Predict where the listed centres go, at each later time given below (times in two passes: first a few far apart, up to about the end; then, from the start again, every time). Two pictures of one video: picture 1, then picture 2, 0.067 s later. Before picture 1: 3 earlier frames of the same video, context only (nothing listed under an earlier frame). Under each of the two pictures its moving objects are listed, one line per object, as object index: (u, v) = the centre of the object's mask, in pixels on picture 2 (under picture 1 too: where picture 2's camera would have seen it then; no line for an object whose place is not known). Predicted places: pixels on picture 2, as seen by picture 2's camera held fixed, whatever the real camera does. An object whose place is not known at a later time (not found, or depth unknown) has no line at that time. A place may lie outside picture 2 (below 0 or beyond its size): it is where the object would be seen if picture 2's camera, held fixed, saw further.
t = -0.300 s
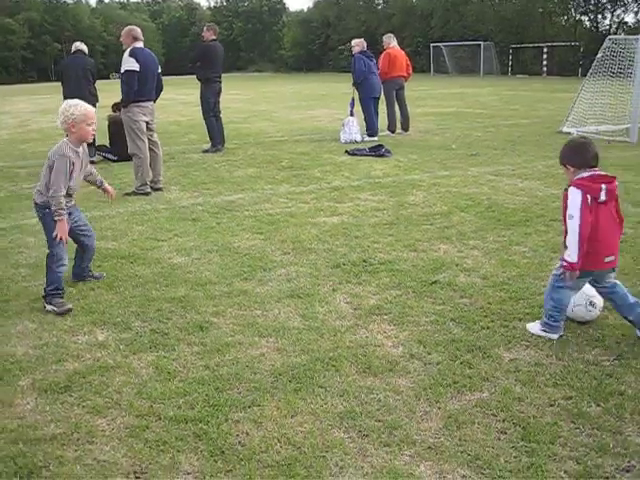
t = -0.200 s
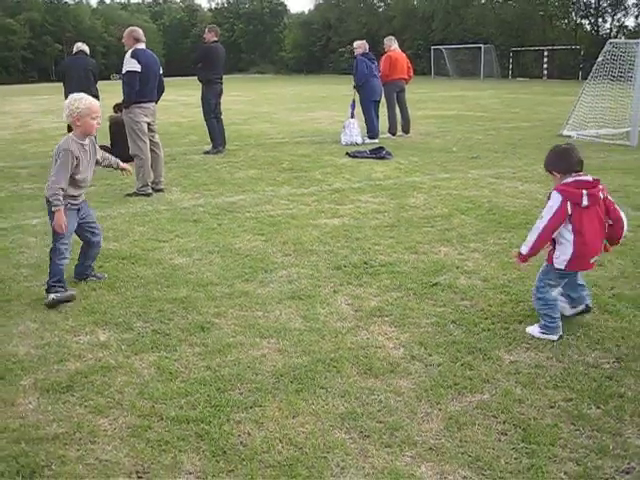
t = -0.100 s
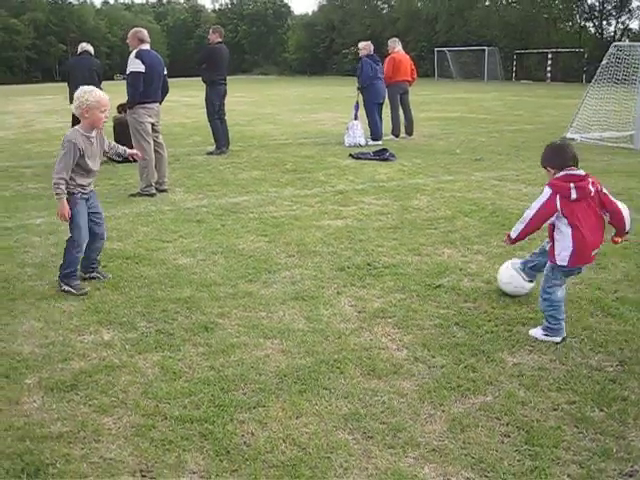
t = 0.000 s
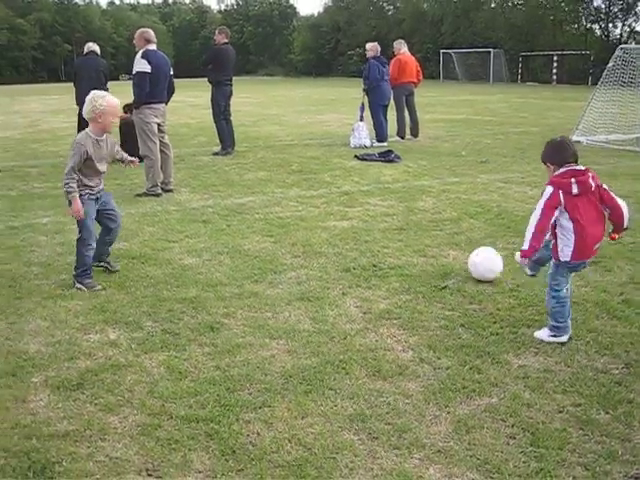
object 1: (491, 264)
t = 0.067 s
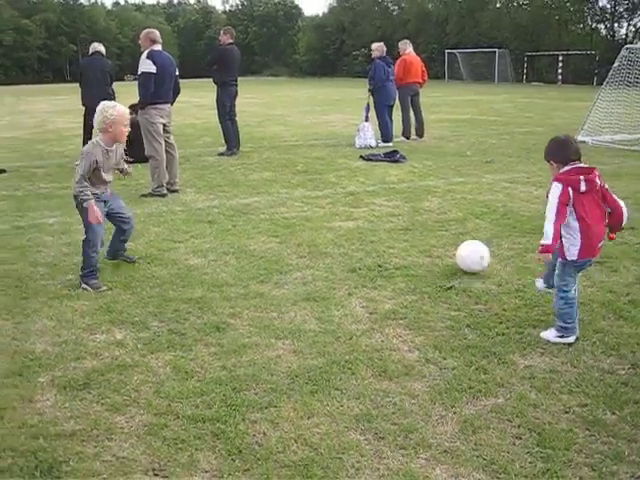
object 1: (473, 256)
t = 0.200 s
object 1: (442, 243)
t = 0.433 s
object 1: (398, 227)
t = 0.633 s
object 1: (370, 214)
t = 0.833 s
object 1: (347, 206)
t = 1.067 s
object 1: (328, 197)
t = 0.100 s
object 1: (464, 254)
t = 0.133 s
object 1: (457, 250)
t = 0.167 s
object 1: (449, 246)
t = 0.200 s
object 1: (442, 243)
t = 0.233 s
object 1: (435, 241)
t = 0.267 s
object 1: (428, 239)
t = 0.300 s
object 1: (421, 236)
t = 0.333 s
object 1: (415, 233)
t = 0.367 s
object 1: (409, 230)
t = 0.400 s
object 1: (404, 229)
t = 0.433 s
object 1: (398, 227)
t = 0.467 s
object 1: (393, 224)
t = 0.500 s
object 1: (388, 221)
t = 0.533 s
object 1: (383, 220)
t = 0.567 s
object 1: (378, 218)
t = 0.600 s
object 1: (374, 216)
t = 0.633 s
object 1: (370, 214)
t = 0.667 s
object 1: (366, 213)
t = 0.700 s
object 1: (362, 211)
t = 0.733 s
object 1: (359, 210)
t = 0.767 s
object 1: (355, 208)
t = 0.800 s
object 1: (351, 207)
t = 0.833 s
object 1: (347, 206)
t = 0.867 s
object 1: (344, 204)
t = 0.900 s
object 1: (341, 203)
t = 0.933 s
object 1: (338, 201)
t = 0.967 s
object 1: (336, 200)
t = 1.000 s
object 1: (333, 199)
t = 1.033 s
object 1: (330, 198)
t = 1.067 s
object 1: (328, 197)
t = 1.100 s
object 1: (325, 196)
